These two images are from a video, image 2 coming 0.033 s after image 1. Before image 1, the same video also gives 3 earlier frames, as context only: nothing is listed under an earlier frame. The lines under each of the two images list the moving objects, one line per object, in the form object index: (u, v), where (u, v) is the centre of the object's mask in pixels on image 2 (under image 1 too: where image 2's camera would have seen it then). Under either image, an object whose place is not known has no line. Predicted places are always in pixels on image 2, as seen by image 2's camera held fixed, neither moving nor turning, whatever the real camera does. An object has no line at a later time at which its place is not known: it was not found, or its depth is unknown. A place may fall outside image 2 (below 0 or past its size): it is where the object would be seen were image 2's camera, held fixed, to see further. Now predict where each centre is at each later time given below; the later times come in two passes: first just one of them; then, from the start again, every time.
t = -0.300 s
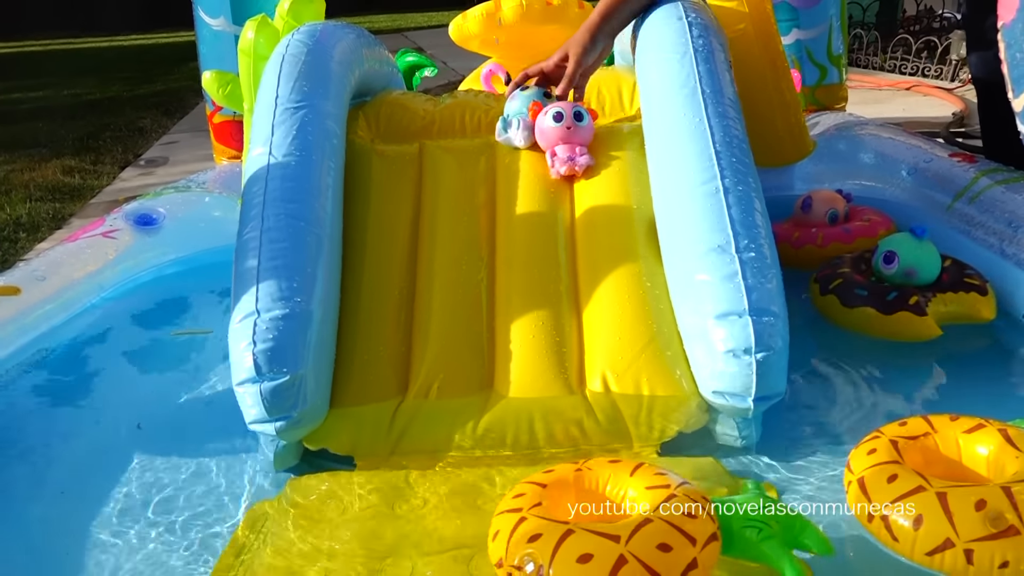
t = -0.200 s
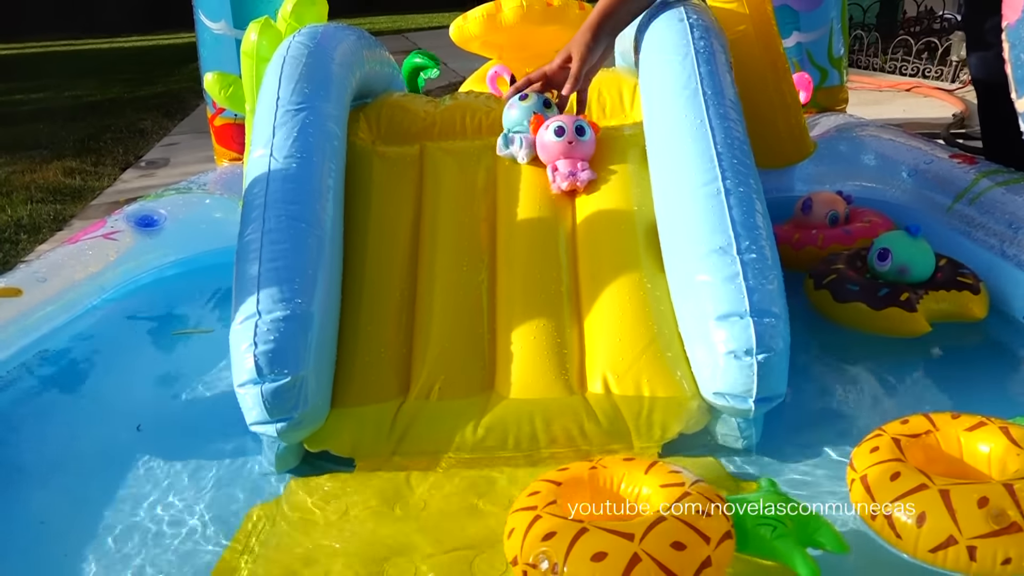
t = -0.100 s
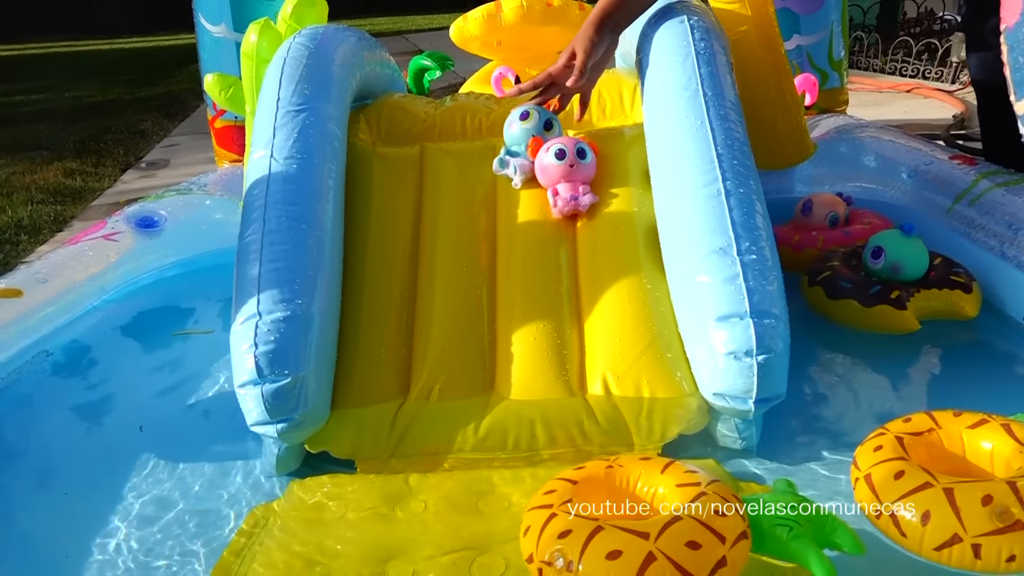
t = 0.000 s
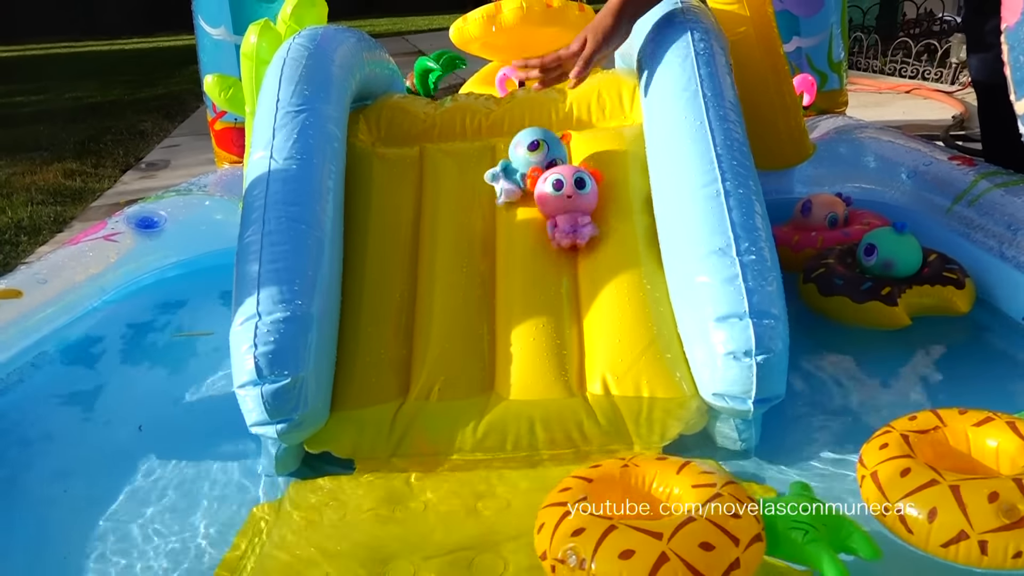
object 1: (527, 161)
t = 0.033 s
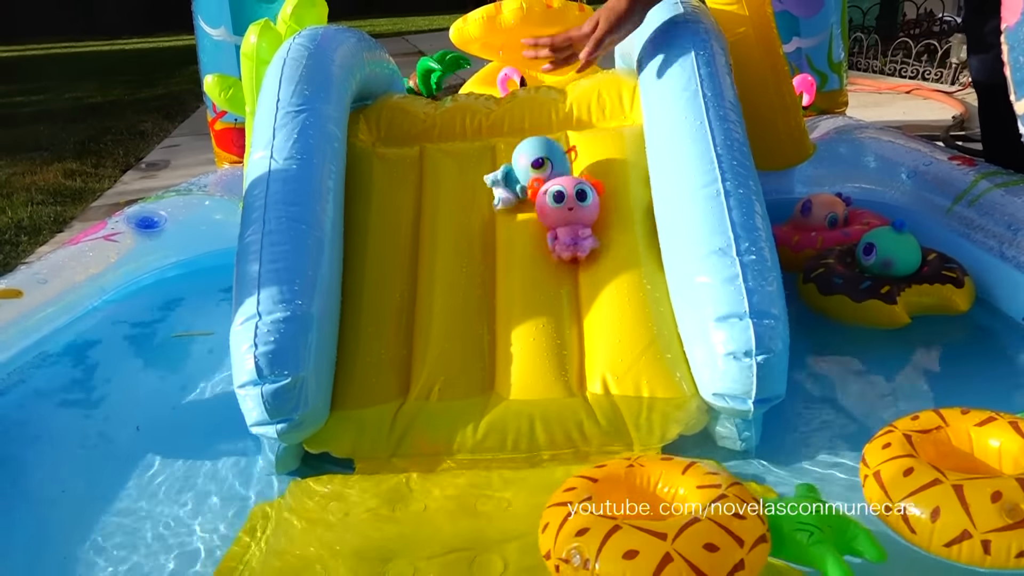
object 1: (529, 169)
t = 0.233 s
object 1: (541, 236)
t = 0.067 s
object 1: (533, 177)
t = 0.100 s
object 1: (534, 187)
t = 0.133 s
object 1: (536, 197)
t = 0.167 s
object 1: (535, 208)
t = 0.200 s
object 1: (537, 220)
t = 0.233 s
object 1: (541, 236)
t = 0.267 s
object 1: (545, 271)
